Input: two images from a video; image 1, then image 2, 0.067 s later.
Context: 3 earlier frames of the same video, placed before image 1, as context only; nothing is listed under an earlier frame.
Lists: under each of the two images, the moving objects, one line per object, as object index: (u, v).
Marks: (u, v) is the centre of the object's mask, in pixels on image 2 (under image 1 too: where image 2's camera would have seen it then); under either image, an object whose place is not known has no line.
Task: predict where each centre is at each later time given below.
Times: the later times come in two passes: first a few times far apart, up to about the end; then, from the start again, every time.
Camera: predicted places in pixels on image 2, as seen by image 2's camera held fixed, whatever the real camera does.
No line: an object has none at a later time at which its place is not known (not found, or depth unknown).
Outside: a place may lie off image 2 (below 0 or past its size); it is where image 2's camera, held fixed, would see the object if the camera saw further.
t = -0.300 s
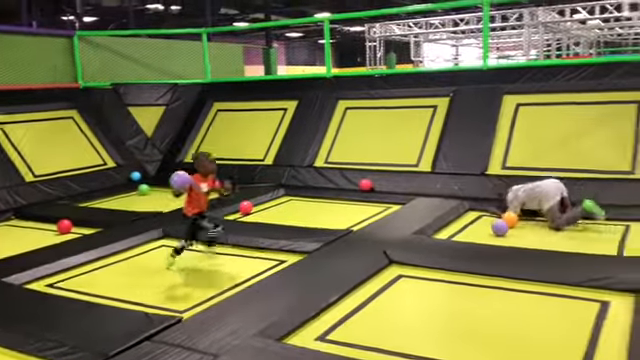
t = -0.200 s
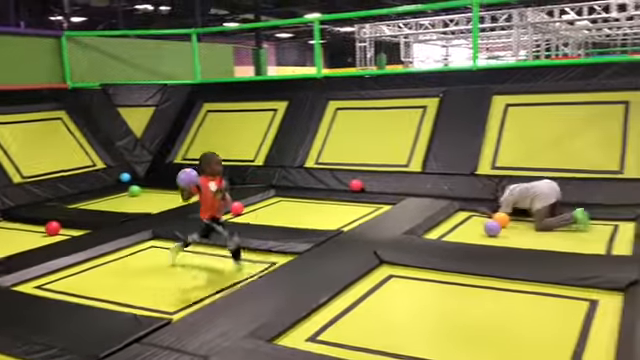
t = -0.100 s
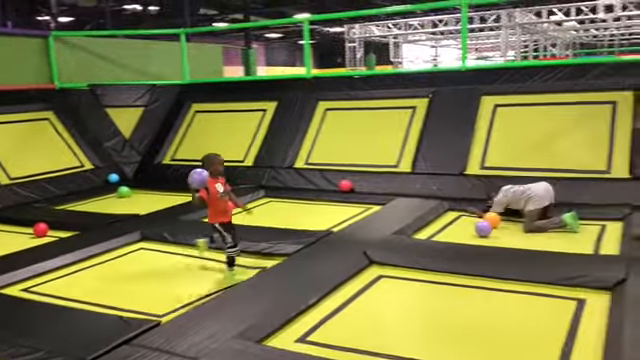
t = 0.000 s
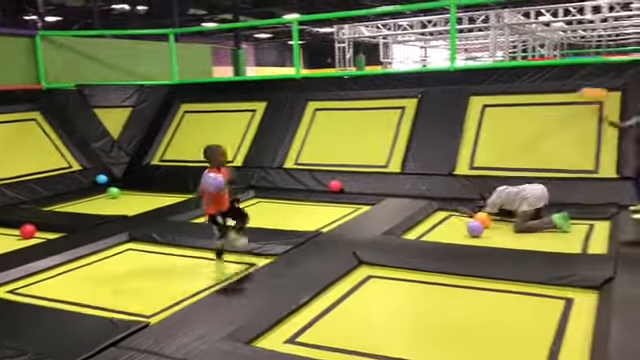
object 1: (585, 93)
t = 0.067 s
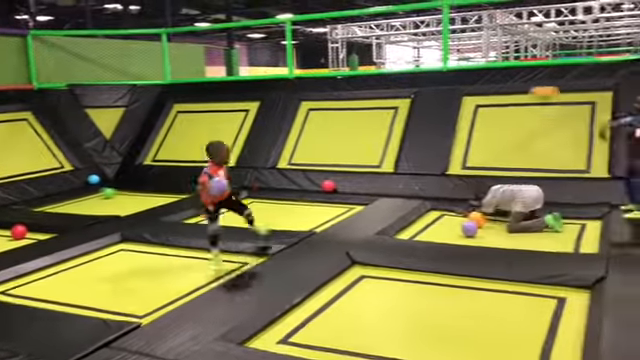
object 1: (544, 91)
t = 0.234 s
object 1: (440, 112)
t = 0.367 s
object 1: (359, 148)
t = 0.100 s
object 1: (524, 93)
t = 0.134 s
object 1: (502, 96)
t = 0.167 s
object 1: (482, 100)
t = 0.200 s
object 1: (459, 105)
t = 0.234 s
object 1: (440, 112)
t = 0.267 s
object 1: (421, 118)
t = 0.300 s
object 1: (404, 123)
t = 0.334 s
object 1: (381, 135)
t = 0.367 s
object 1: (359, 148)
